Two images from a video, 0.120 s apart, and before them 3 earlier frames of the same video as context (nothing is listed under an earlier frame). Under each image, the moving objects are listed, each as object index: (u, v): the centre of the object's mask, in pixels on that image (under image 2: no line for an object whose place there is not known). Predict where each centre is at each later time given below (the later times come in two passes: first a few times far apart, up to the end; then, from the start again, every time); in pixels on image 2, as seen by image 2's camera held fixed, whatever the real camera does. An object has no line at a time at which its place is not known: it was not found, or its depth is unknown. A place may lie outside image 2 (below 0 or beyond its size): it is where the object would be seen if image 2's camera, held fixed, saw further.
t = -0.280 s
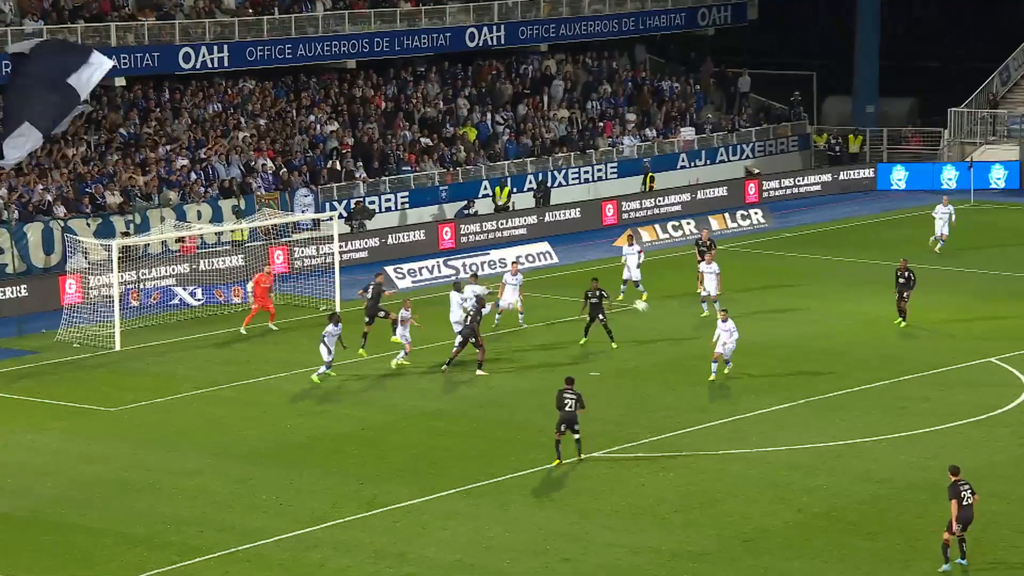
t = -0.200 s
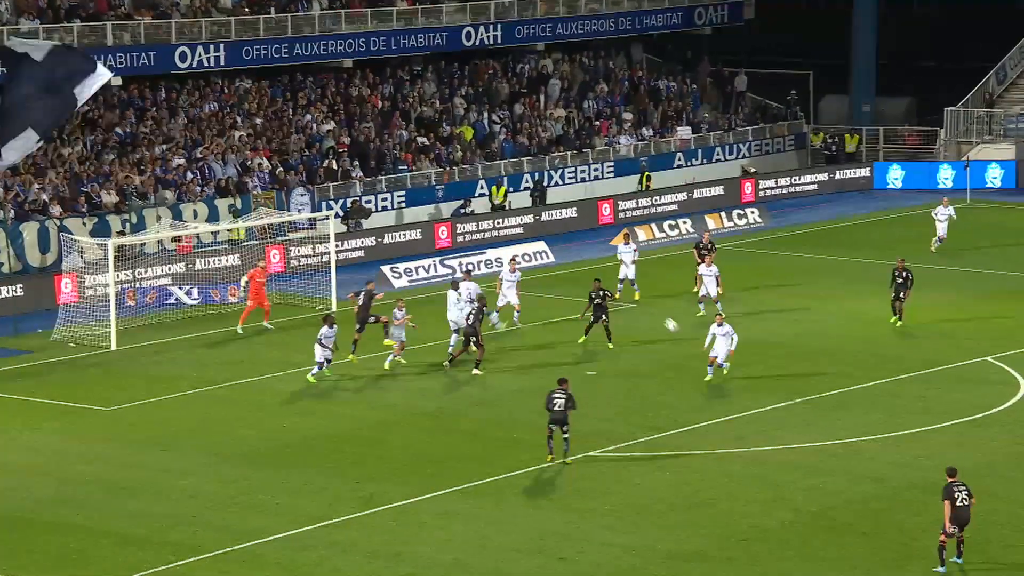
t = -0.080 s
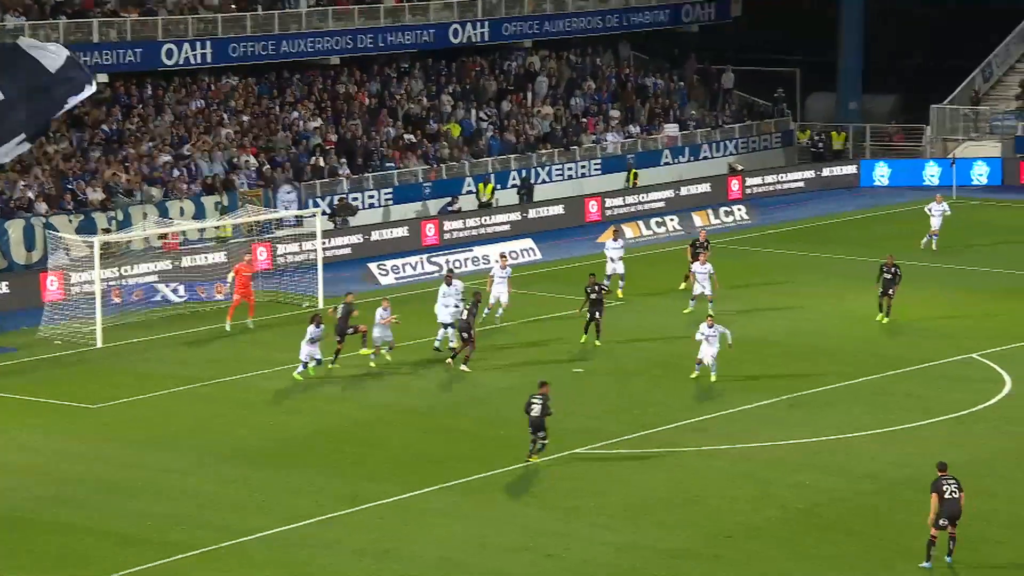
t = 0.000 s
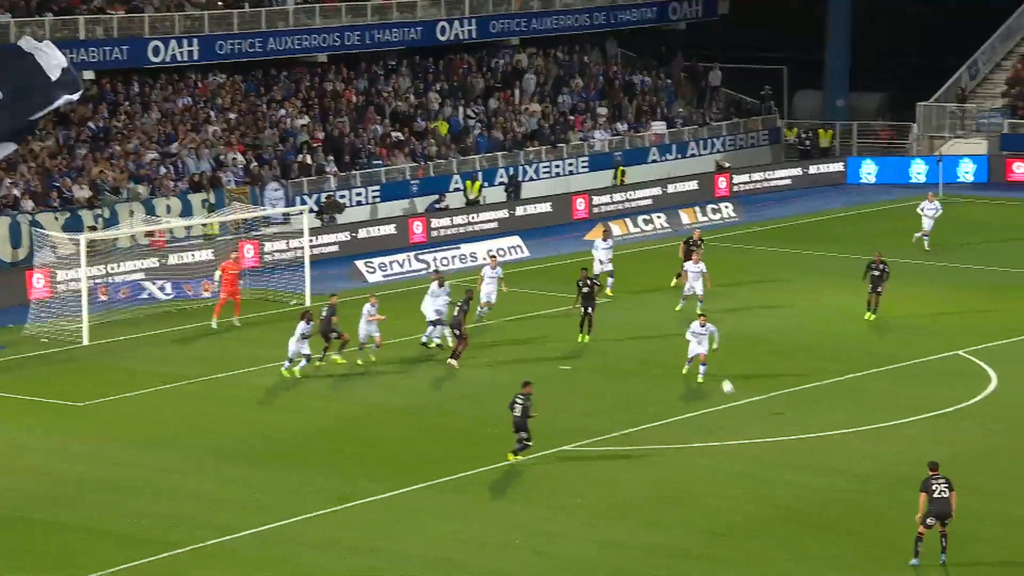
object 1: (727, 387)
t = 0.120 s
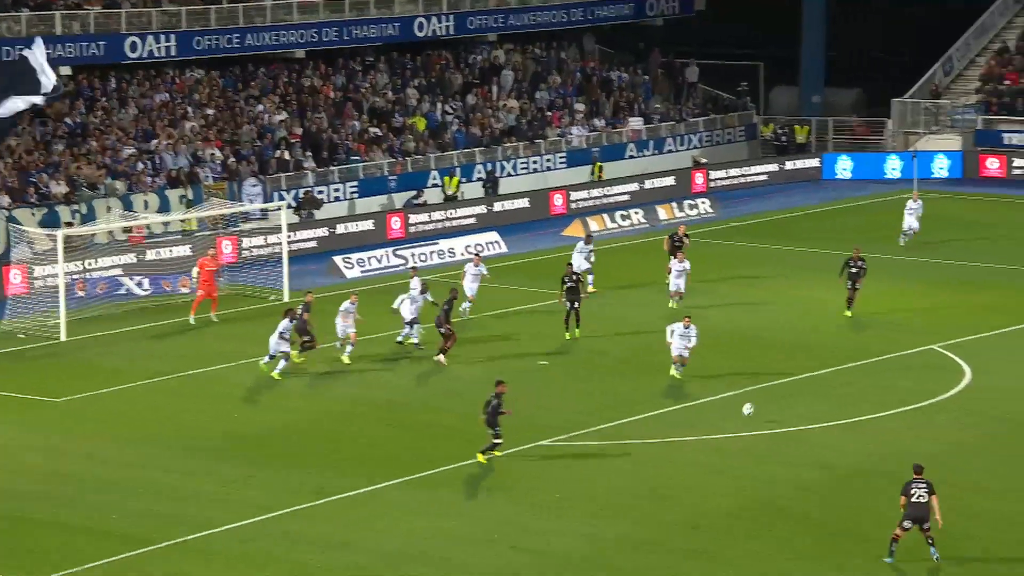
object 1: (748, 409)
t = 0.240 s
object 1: (783, 394)
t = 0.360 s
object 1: (818, 388)
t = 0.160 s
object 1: (760, 403)
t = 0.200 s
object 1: (771, 398)
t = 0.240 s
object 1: (783, 394)
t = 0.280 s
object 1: (795, 391)
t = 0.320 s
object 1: (806, 389)
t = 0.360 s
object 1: (818, 388)
